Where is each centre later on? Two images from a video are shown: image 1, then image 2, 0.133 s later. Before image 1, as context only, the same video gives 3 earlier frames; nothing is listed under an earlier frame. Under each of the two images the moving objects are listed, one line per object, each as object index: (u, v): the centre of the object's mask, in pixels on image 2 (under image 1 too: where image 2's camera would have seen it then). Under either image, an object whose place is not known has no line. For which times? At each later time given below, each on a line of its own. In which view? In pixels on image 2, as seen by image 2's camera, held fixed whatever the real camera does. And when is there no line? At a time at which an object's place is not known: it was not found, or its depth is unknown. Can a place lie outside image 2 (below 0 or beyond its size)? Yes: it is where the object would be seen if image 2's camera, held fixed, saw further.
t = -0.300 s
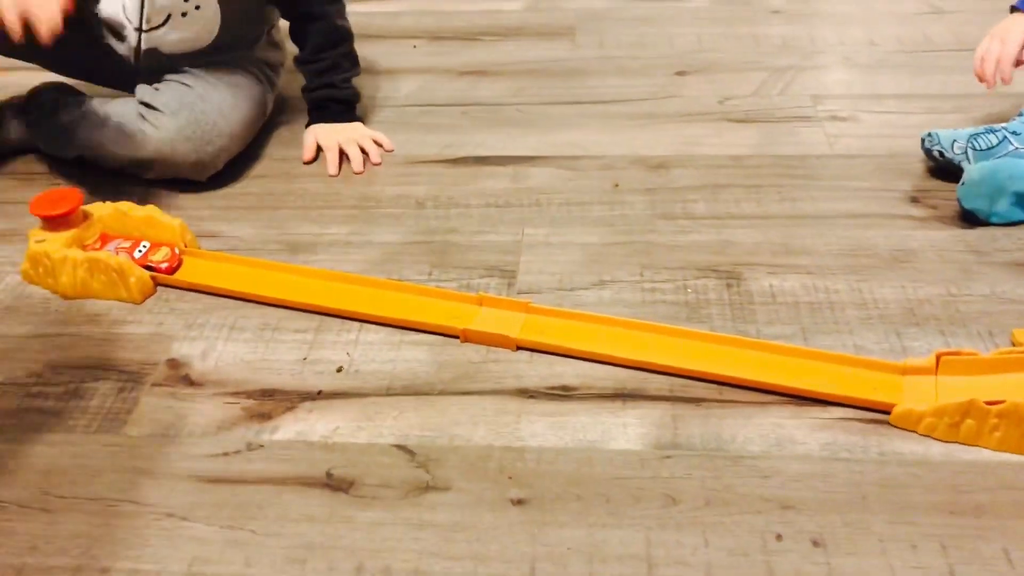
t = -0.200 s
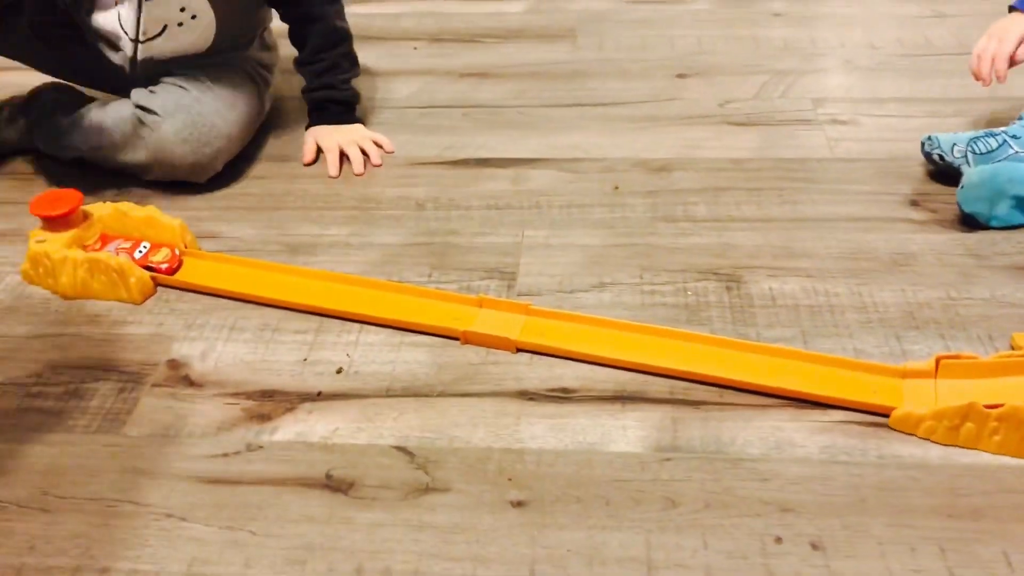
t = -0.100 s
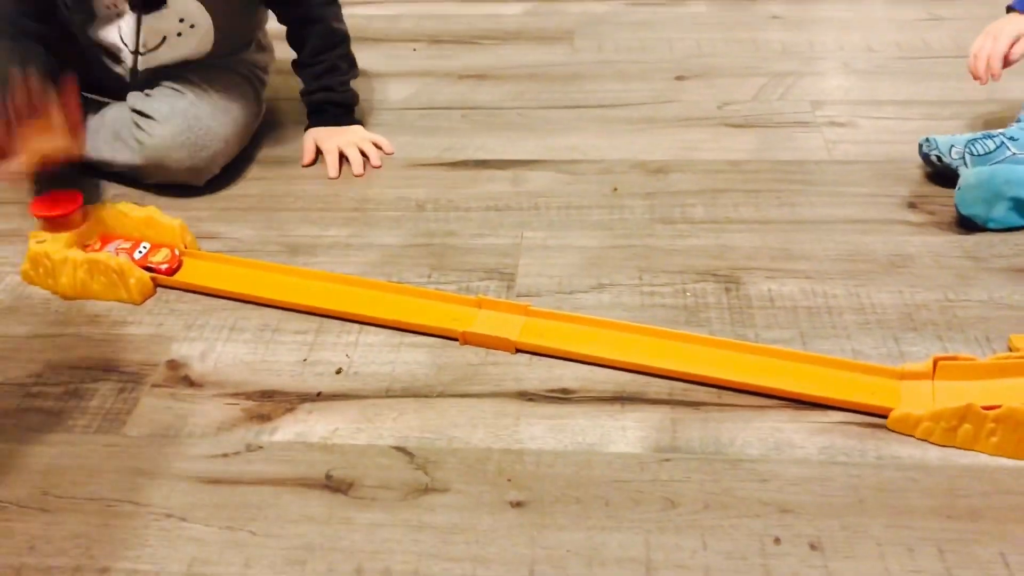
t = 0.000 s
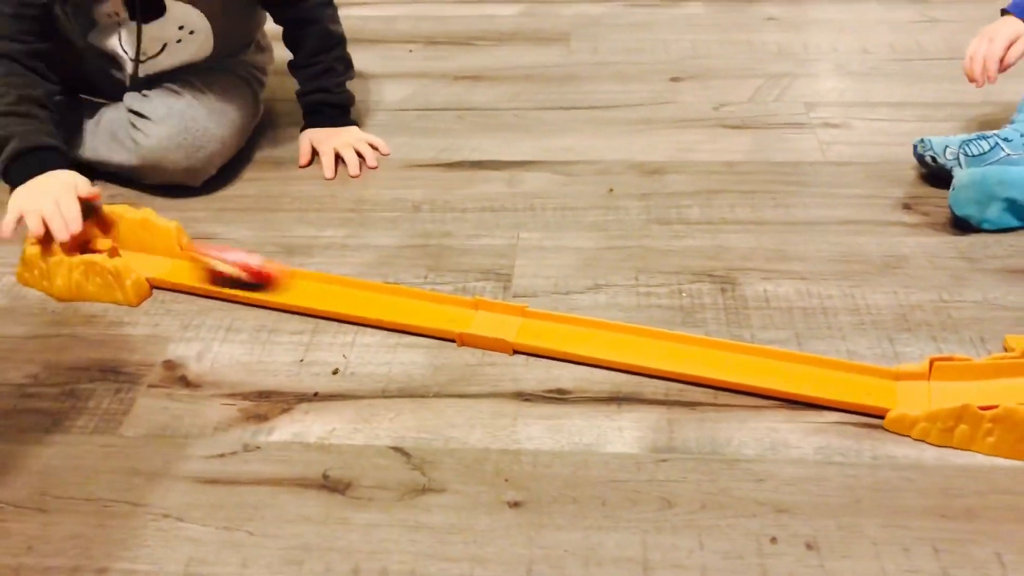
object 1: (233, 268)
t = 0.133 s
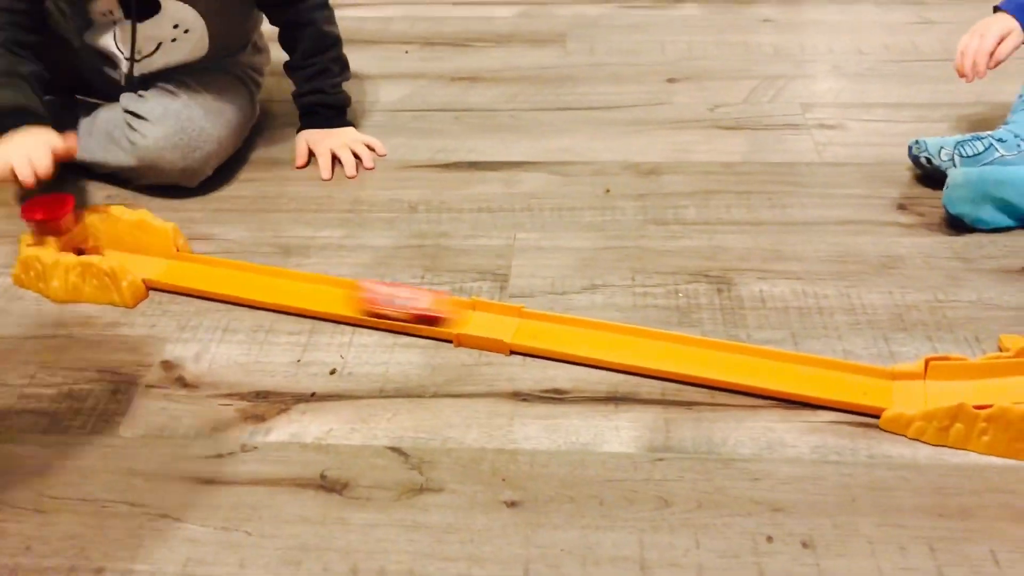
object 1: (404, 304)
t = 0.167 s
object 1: (450, 310)
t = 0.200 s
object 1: (493, 317)
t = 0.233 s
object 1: (536, 324)
